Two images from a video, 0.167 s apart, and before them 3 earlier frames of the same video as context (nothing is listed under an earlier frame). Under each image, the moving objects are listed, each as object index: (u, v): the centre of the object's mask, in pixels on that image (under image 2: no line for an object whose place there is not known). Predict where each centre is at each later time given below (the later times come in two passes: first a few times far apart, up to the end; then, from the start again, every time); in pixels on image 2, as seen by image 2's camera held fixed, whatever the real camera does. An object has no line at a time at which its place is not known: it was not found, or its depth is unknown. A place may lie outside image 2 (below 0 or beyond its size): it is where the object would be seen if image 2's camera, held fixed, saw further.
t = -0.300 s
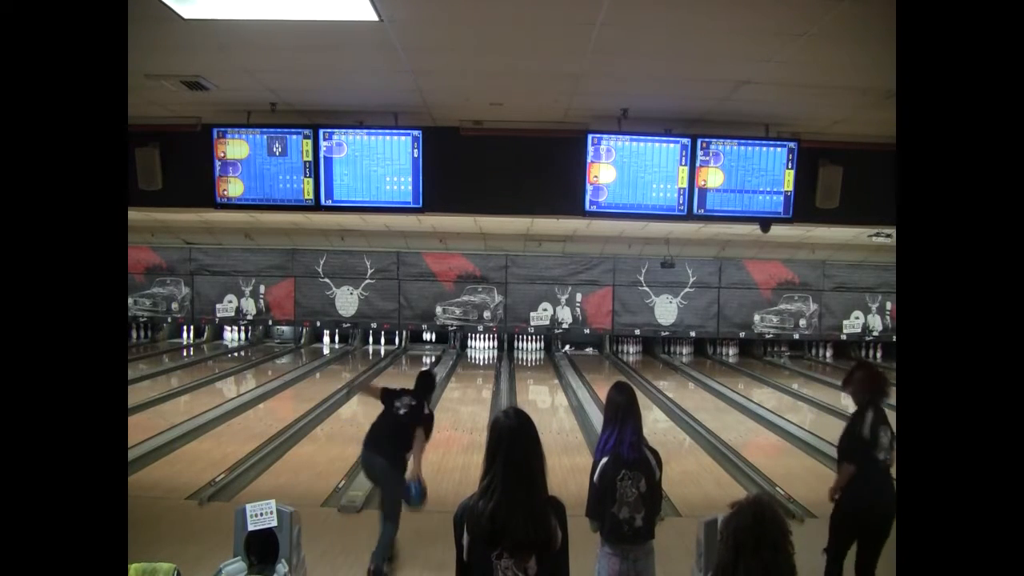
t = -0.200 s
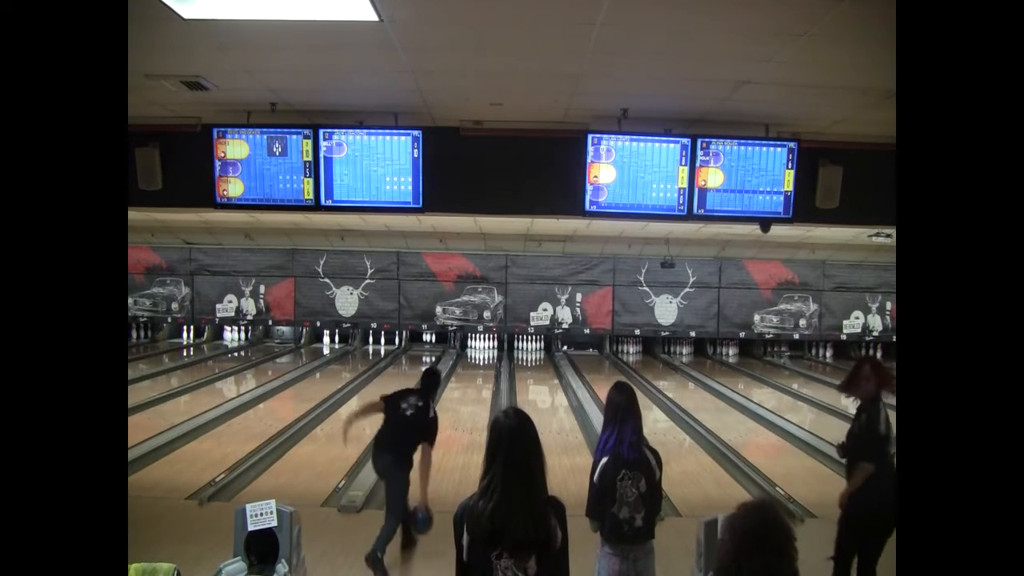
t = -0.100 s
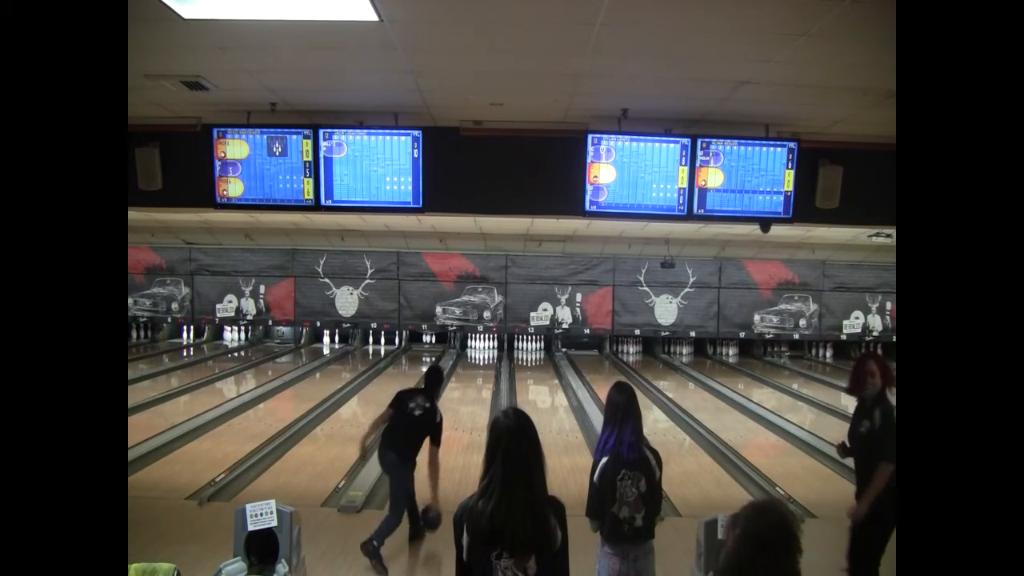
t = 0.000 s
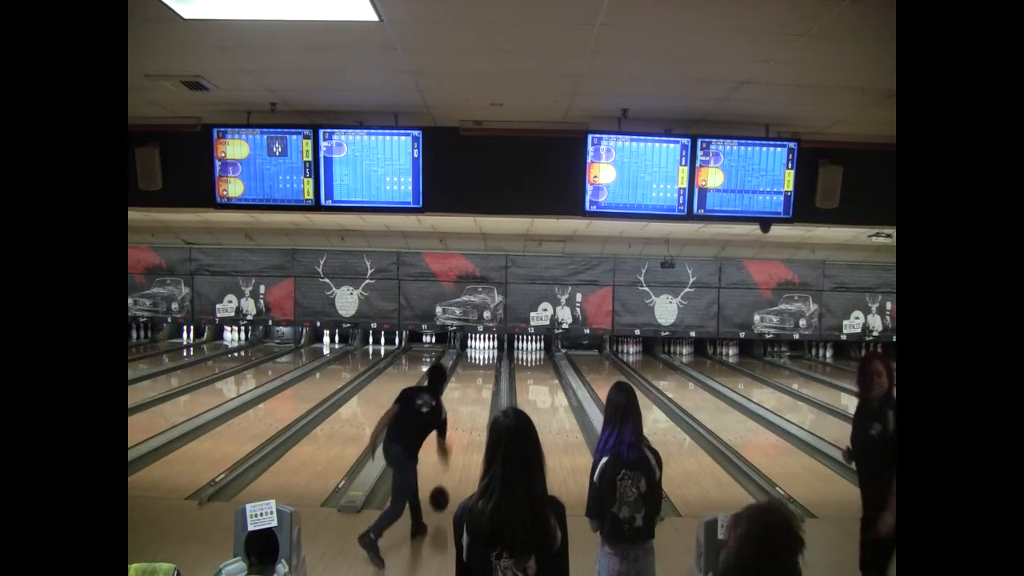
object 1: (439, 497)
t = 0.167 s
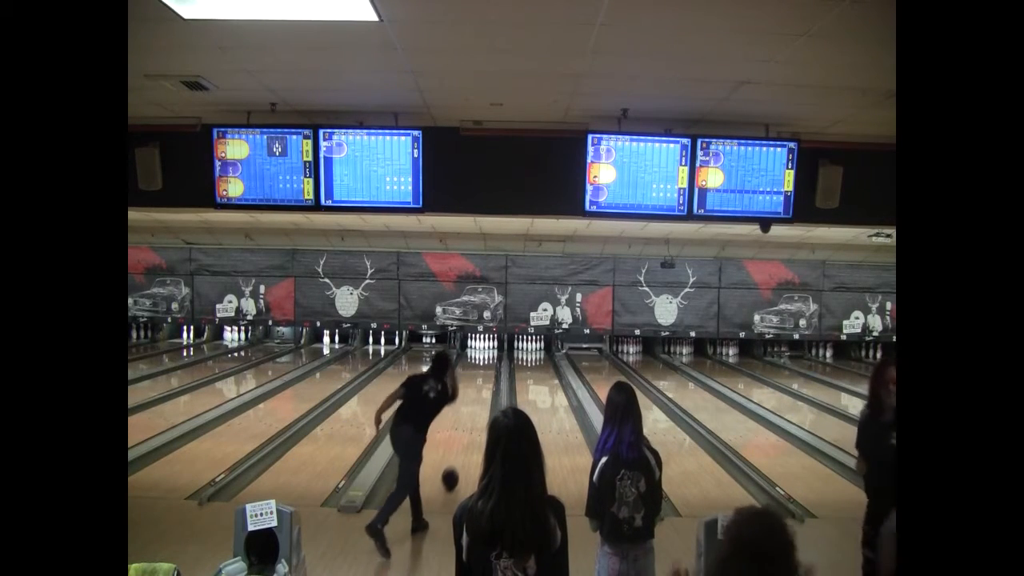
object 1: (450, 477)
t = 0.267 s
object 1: (455, 463)
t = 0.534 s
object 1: (466, 432)
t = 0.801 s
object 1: (474, 411)
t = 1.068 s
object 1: (479, 394)
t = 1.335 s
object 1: (483, 381)
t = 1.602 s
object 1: (485, 373)
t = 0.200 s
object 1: (452, 472)
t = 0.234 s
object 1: (454, 467)
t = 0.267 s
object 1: (455, 463)
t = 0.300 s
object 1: (457, 458)
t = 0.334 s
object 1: (459, 454)
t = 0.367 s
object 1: (460, 450)
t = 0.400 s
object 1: (461, 446)
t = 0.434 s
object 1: (463, 442)
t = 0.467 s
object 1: (464, 439)
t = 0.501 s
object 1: (465, 435)
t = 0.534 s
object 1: (466, 432)
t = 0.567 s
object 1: (467, 429)
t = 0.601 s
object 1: (468, 426)
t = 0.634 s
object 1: (469, 423)
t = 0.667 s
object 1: (470, 420)
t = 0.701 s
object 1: (471, 418)
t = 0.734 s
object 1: (472, 415)
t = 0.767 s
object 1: (473, 413)
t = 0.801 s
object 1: (474, 411)
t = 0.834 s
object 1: (475, 408)
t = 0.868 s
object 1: (476, 406)
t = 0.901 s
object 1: (476, 404)
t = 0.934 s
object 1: (477, 402)
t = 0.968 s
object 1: (478, 400)
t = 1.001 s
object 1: (478, 398)
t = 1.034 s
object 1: (479, 396)
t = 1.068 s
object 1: (479, 394)
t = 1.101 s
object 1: (480, 393)
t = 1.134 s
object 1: (481, 391)
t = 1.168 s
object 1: (481, 389)
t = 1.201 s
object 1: (481, 387)
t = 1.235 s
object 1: (482, 385)
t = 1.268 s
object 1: (483, 384)
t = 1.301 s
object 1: (483, 383)
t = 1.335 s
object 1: (483, 381)
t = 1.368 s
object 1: (483, 380)
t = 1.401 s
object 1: (484, 379)
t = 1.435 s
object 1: (485, 377)
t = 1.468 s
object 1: (485, 376)
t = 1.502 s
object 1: (485, 375)
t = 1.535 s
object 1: (485, 374)
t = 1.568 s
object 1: (485, 374)
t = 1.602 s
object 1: (485, 373)
